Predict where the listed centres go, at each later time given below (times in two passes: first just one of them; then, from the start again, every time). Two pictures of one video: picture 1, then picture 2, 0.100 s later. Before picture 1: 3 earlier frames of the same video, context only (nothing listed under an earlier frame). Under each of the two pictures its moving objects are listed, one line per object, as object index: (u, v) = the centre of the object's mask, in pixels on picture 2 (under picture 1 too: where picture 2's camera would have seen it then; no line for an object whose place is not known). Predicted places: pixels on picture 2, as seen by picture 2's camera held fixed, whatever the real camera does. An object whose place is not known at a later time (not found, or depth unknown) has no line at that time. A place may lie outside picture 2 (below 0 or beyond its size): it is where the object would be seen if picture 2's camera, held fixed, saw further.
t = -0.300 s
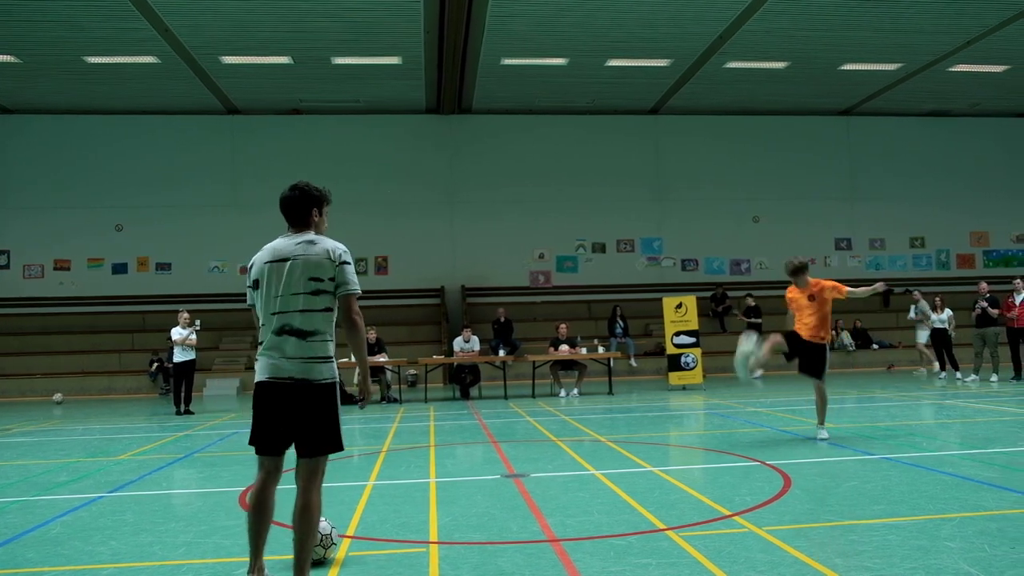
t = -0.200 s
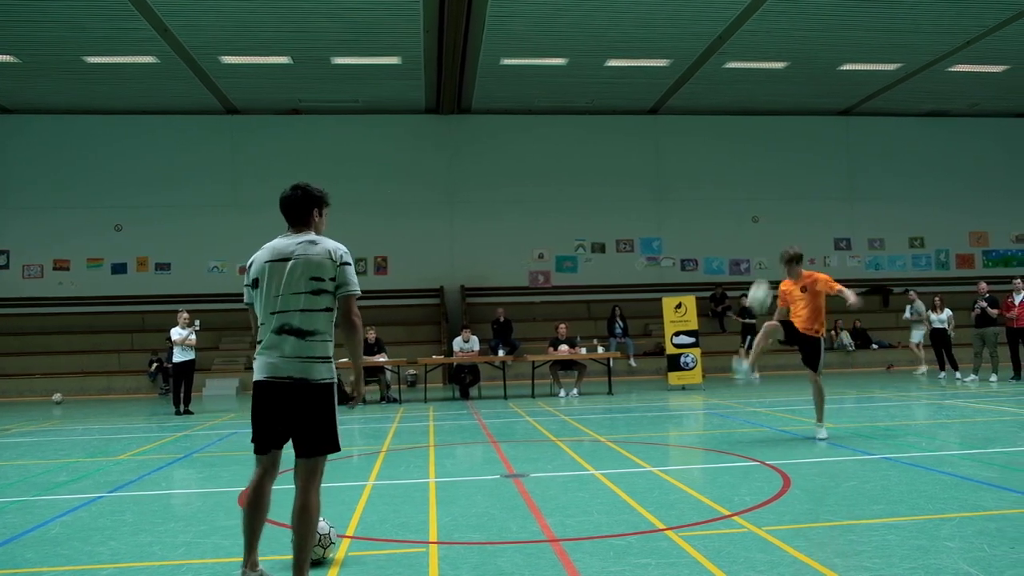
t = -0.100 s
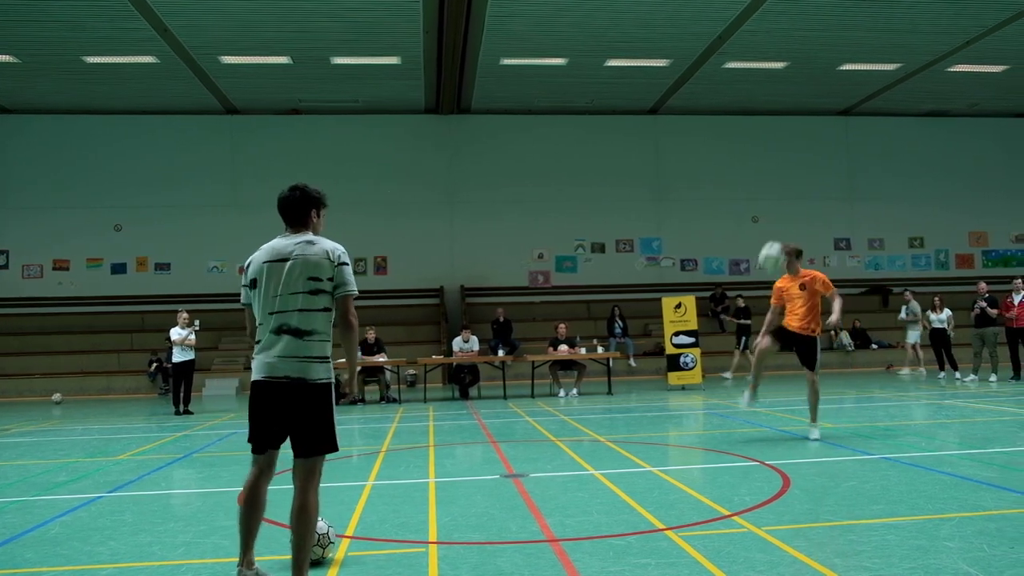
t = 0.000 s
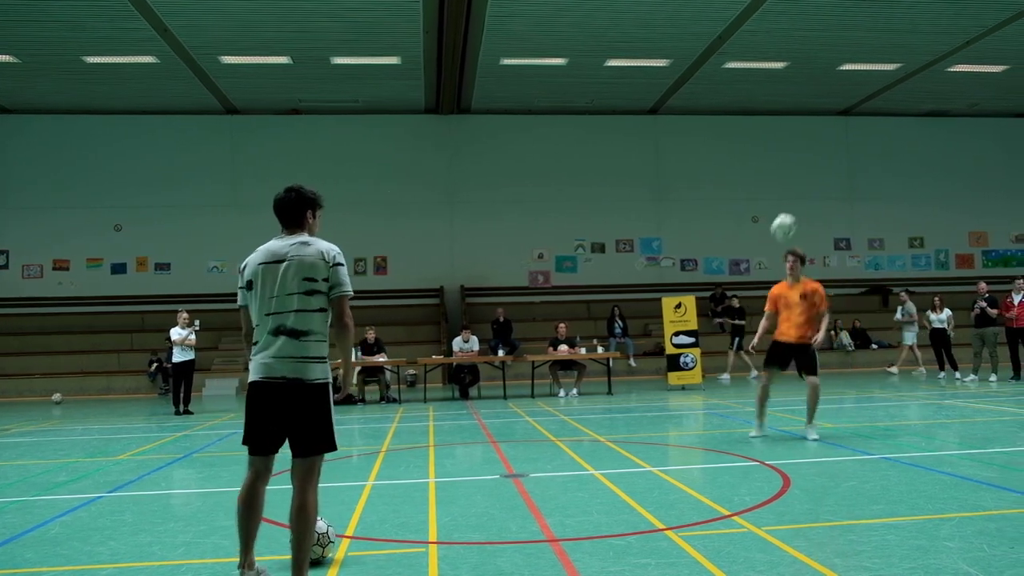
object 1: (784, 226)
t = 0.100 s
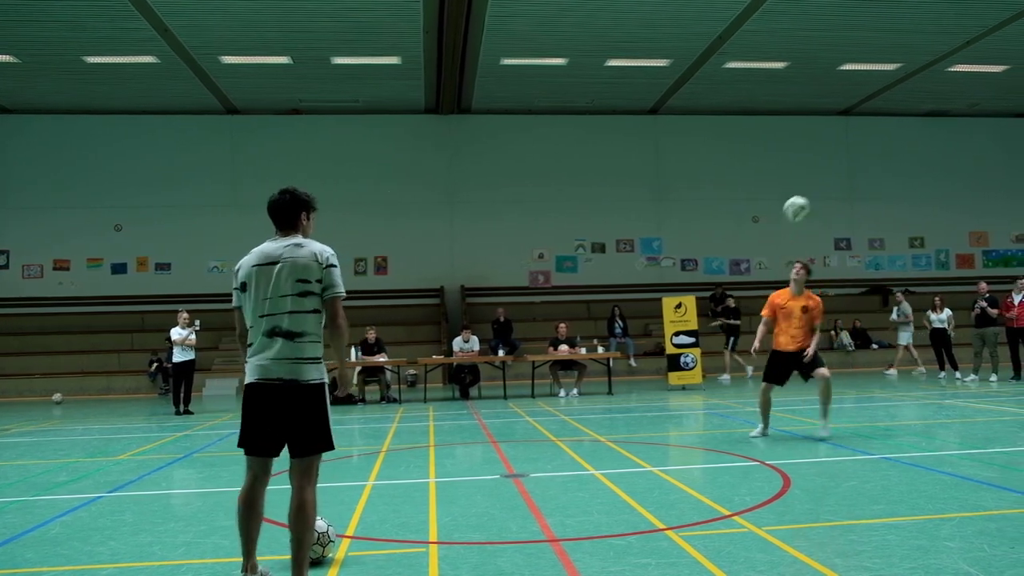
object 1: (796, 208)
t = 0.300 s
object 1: (822, 201)
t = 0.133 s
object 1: (800, 204)
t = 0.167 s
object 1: (805, 201)
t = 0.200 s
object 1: (809, 200)
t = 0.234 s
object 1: (813, 199)
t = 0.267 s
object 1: (817, 200)
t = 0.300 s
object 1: (822, 201)
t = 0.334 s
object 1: (826, 204)
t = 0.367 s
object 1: (831, 209)
